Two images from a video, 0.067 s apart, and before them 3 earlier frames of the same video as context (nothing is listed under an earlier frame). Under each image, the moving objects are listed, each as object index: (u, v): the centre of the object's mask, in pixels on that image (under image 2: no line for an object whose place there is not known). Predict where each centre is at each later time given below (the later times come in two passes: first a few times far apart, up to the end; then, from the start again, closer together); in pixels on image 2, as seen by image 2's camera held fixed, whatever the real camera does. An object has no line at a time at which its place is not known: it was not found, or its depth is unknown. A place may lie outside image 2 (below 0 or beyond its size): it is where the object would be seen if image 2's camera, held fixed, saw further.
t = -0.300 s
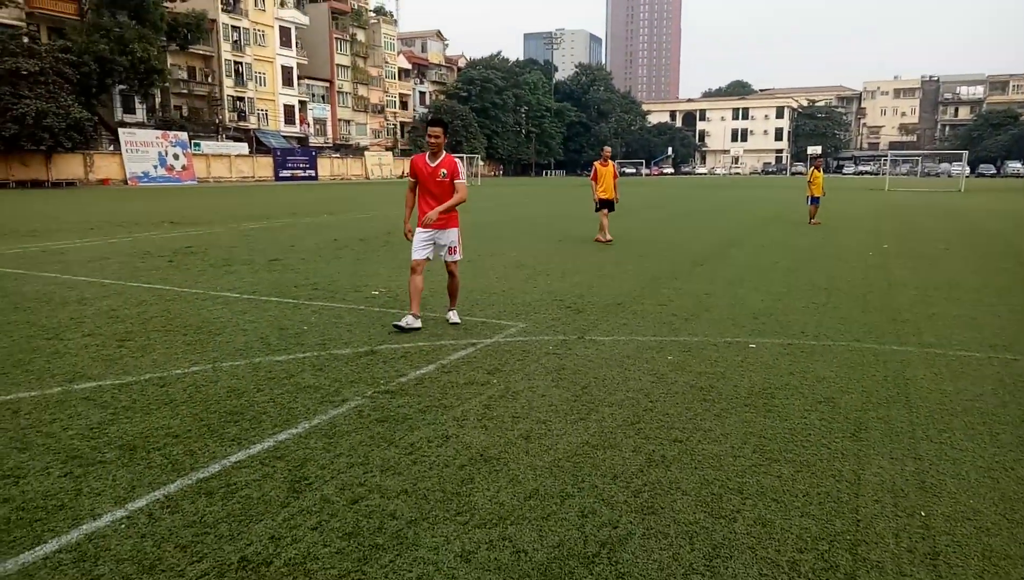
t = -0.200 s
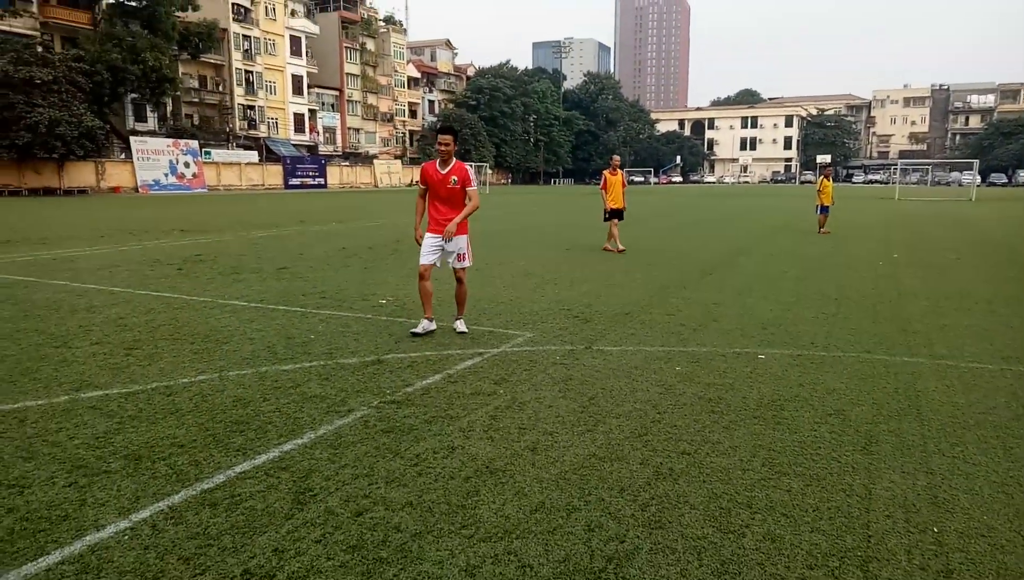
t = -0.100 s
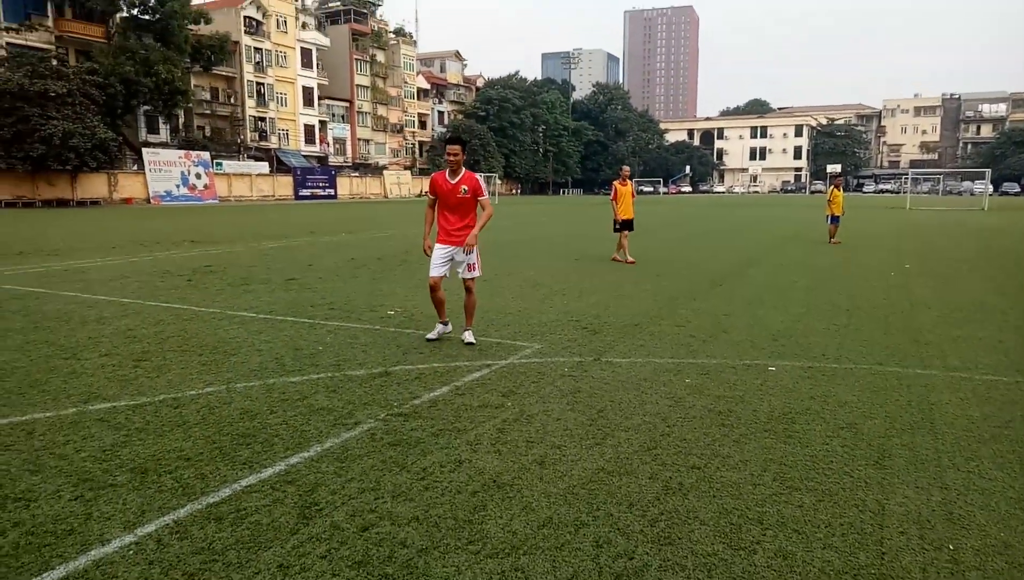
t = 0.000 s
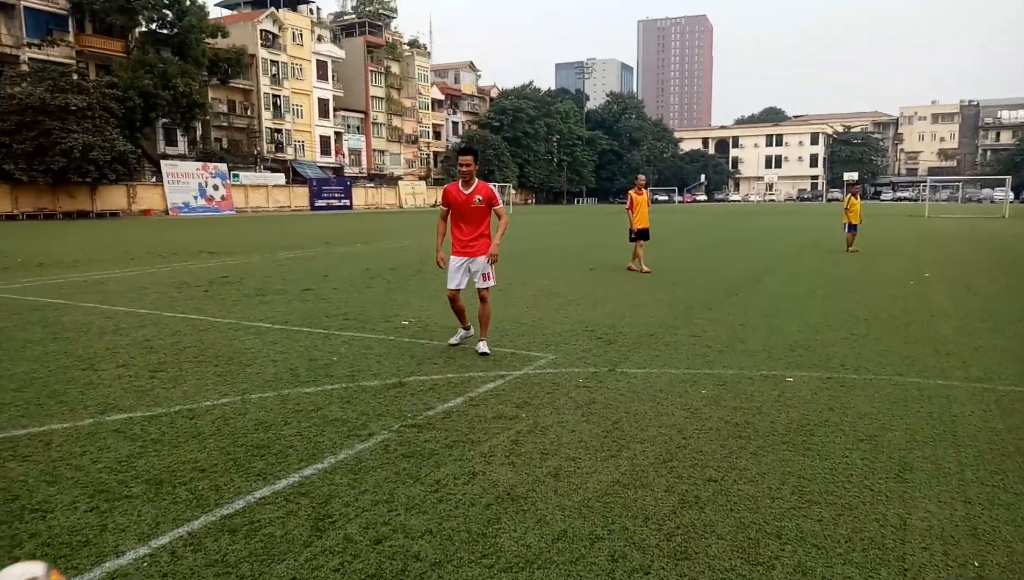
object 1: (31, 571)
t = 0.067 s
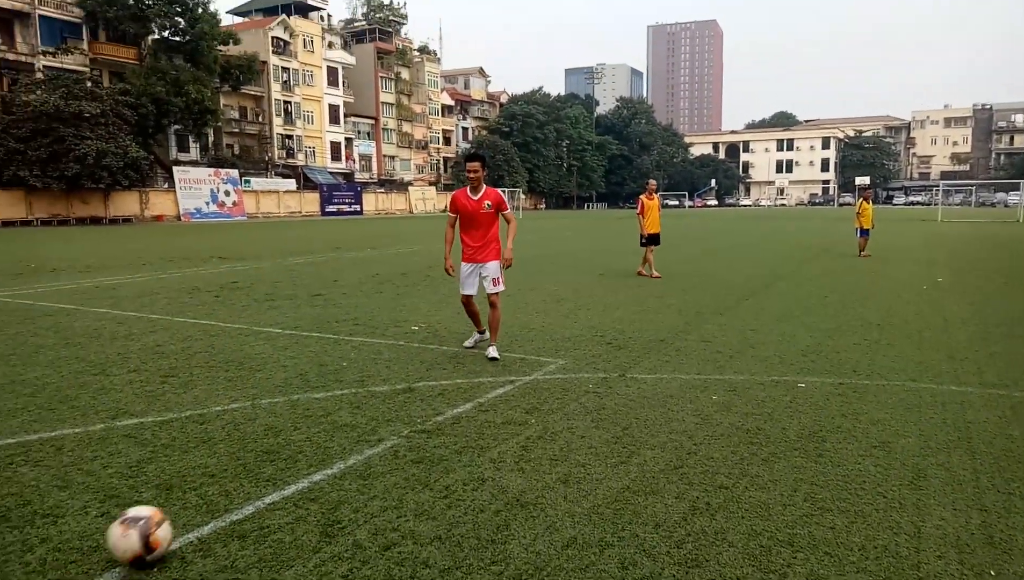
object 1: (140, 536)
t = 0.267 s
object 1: (296, 433)
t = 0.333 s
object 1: (323, 412)
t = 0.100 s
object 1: (174, 509)
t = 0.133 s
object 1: (204, 485)
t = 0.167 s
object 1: (231, 467)
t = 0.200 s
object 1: (255, 453)
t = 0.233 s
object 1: (277, 441)
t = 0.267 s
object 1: (296, 433)
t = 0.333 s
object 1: (323, 412)
